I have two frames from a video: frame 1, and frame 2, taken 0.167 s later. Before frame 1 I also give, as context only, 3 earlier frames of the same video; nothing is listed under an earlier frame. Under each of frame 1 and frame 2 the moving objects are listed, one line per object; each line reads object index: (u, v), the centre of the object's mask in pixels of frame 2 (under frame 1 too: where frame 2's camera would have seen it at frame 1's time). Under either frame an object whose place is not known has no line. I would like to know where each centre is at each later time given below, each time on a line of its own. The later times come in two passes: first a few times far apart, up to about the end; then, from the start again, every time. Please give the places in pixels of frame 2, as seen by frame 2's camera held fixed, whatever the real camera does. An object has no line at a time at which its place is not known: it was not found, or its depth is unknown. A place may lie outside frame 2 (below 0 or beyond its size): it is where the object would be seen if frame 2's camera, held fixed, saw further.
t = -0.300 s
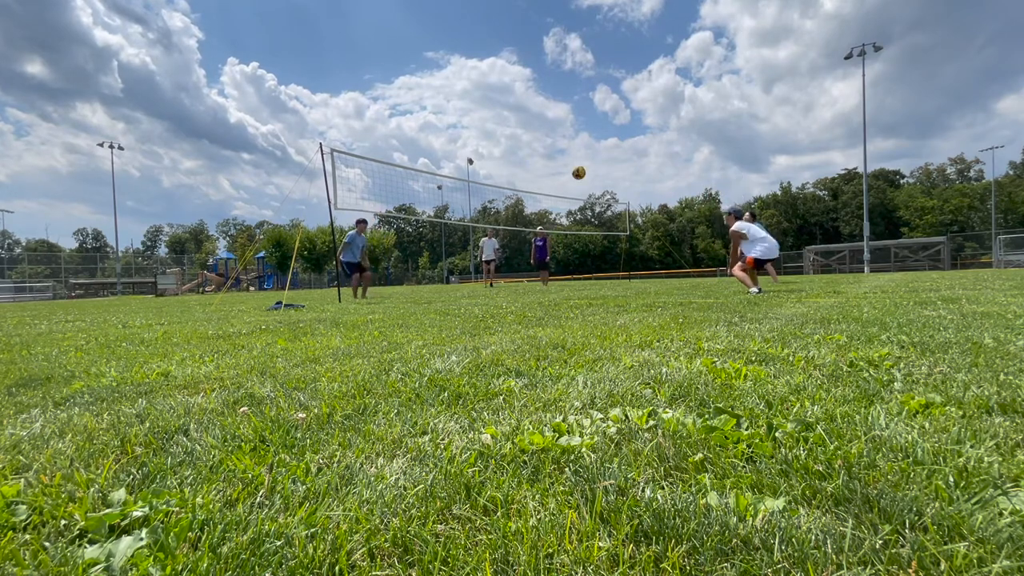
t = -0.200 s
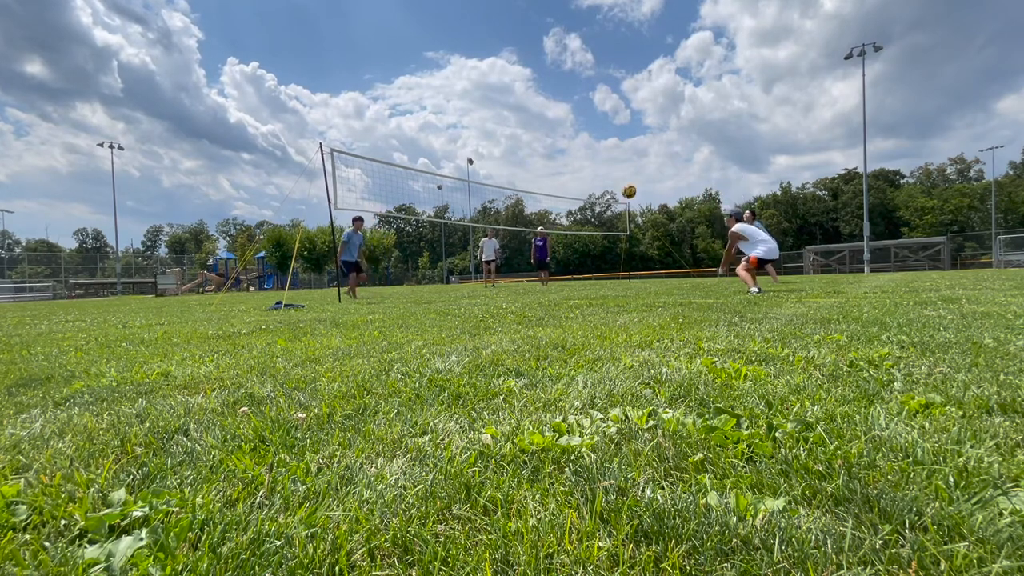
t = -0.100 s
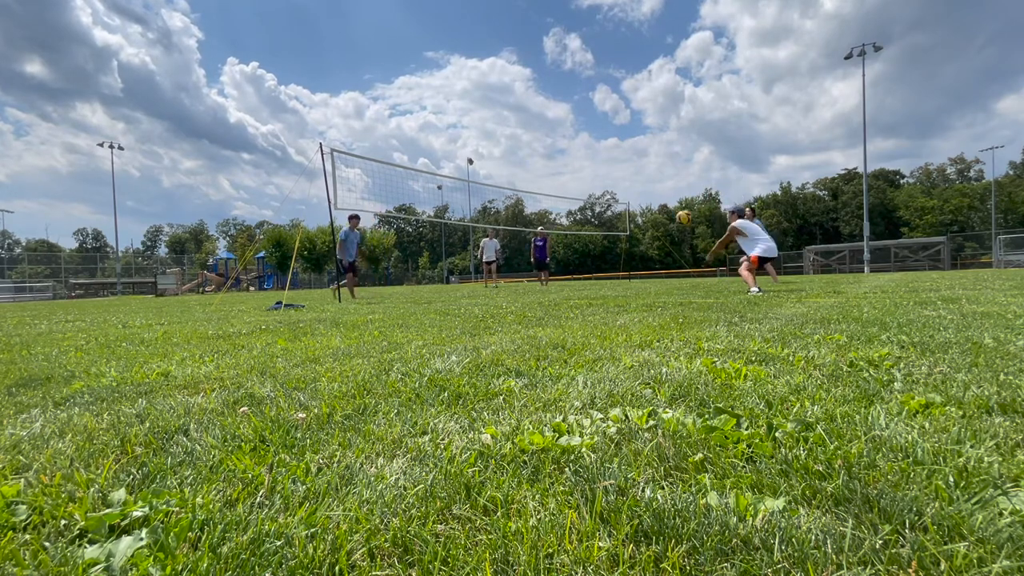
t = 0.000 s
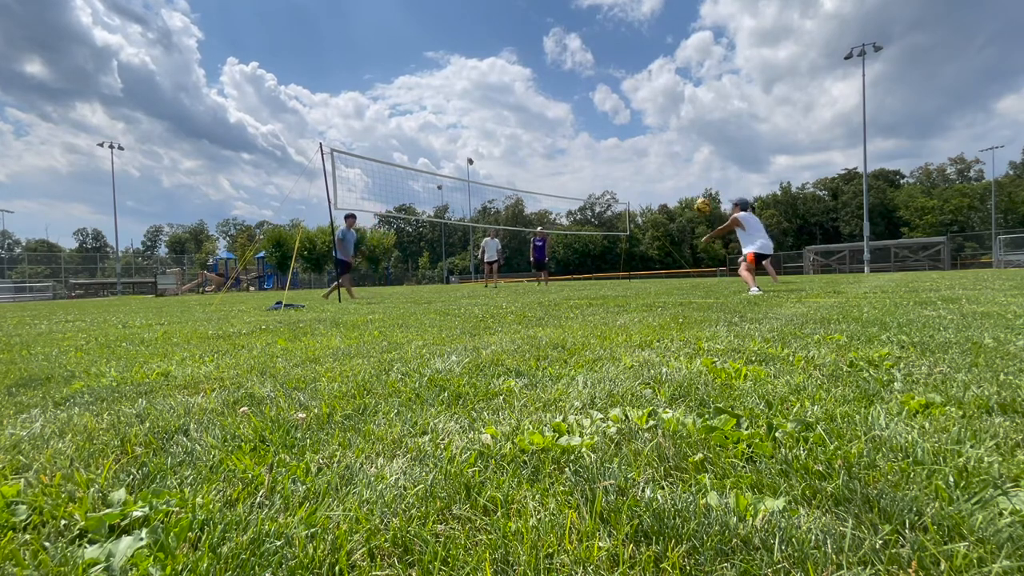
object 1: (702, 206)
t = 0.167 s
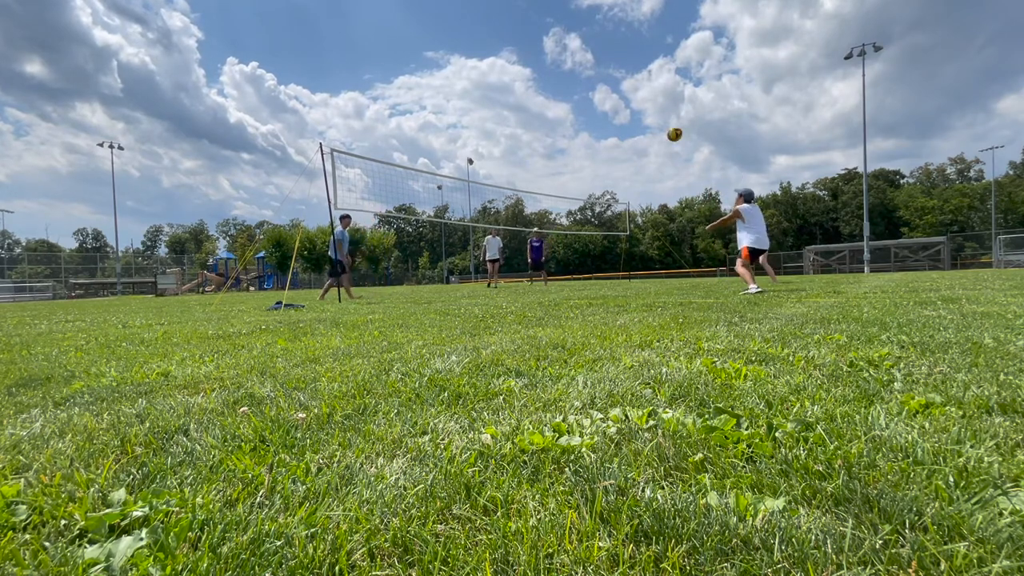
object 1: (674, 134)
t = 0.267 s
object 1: (660, 103)
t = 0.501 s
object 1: (629, 58)
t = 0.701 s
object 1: (608, 48)
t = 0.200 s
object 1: (669, 123)
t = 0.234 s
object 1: (664, 112)
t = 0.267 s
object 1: (660, 103)
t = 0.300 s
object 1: (655, 94)
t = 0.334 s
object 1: (650, 86)
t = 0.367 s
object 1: (646, 79)
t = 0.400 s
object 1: (642, 73)
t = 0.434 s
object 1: (637, 68)
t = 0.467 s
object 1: (633, 63)
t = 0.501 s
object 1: (629, 58)
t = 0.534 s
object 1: (626, 55)
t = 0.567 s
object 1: (622, 52)
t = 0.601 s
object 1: (619, 50)
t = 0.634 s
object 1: (615, 49)
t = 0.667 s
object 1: (612, 48)
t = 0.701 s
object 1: (608, 48)
